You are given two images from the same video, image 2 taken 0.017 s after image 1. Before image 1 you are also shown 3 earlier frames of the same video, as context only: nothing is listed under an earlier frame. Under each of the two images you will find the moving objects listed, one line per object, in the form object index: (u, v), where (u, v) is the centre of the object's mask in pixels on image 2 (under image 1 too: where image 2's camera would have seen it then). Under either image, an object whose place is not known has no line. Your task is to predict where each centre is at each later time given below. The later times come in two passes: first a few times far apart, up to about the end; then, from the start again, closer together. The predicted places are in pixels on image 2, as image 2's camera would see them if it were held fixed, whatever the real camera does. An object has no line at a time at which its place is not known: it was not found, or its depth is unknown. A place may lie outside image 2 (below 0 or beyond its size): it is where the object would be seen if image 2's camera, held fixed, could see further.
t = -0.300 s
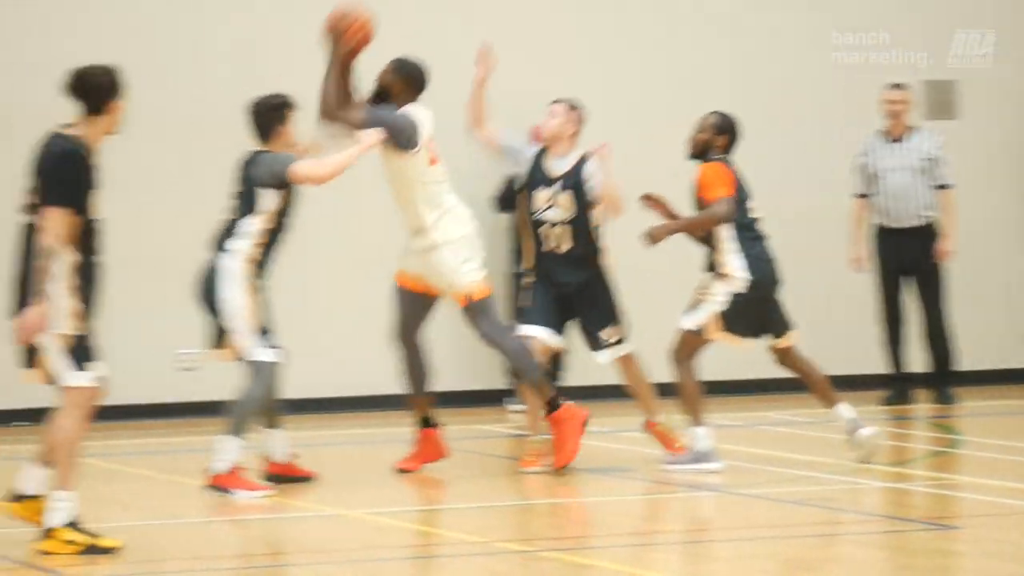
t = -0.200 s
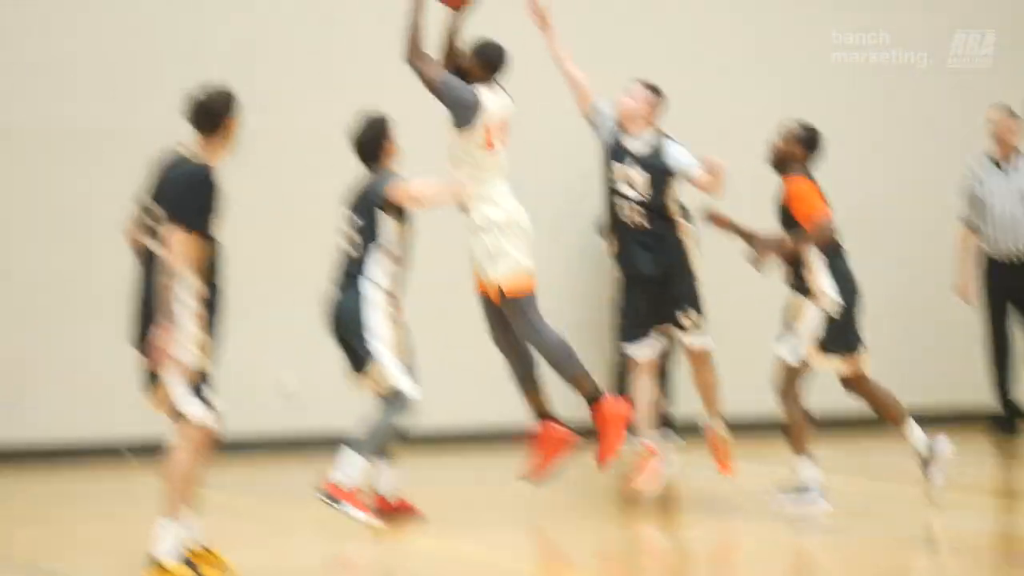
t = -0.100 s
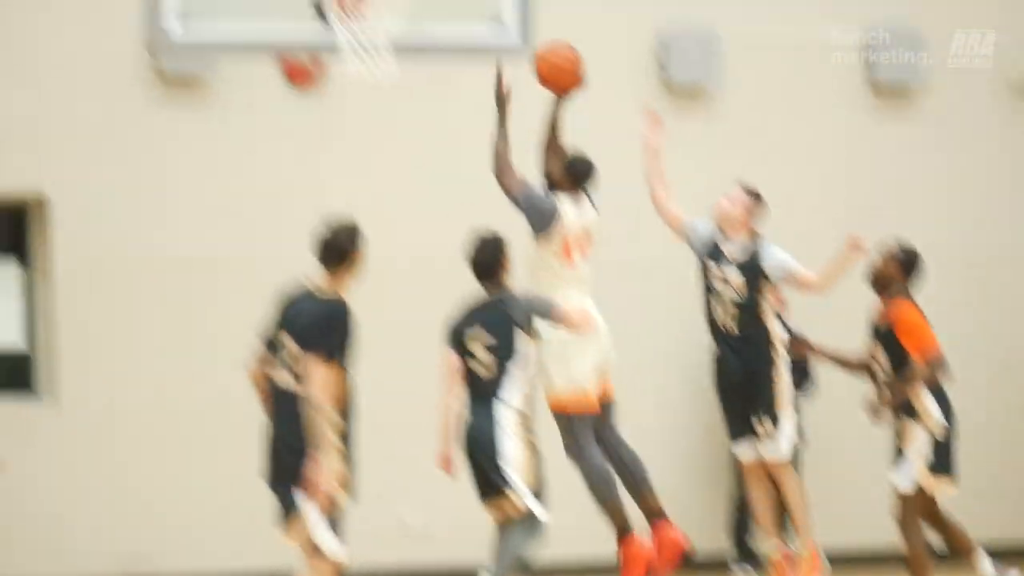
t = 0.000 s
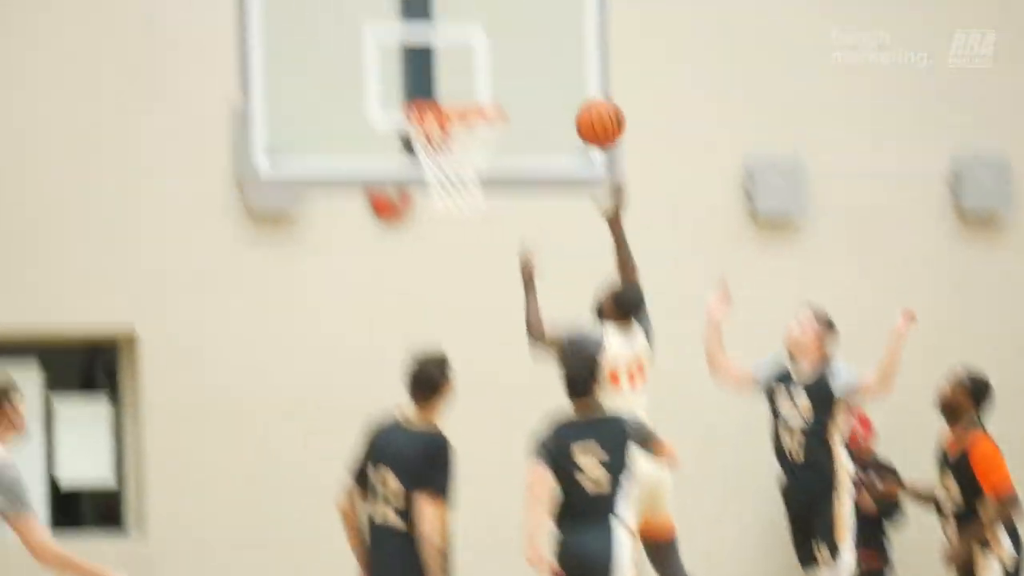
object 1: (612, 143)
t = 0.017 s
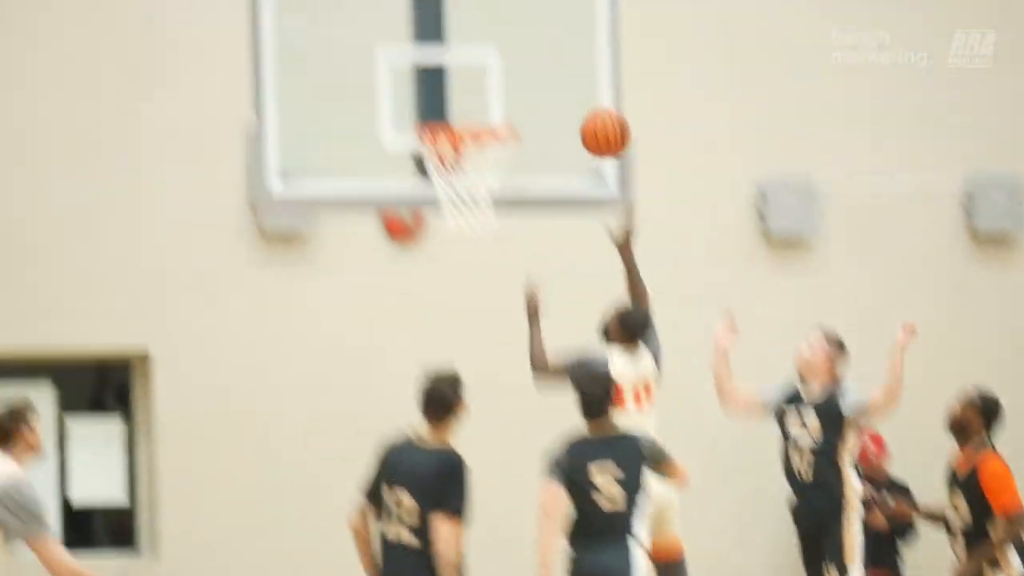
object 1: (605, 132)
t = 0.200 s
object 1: (523, 60)
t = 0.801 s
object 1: (487, 139)
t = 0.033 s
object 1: (598, 123)
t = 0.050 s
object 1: (590, 114)
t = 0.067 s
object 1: (582, 105)
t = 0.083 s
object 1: (574, 98)
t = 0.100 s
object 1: (567, 91)
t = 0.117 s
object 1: (560, 85)
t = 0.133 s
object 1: (552, 79)
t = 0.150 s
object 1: (545, 73)
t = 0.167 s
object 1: (538, 68)
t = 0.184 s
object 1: (531, 64)
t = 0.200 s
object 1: (523, 60)
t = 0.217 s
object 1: (516, 56)
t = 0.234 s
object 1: (510, 54)
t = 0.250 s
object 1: (508, 54)
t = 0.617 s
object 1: (465, 116)
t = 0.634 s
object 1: (462, 118)
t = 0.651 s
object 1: (458, 119)
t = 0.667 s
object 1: (456, 121)
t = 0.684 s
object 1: (458, 121)
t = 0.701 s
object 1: (461, 120)
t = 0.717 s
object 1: (465, 120)
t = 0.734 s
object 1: (472, 126)
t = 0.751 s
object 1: (476, 129)
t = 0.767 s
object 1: (479, 129)
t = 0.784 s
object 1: (481, 123)
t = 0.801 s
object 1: (487, 139)
